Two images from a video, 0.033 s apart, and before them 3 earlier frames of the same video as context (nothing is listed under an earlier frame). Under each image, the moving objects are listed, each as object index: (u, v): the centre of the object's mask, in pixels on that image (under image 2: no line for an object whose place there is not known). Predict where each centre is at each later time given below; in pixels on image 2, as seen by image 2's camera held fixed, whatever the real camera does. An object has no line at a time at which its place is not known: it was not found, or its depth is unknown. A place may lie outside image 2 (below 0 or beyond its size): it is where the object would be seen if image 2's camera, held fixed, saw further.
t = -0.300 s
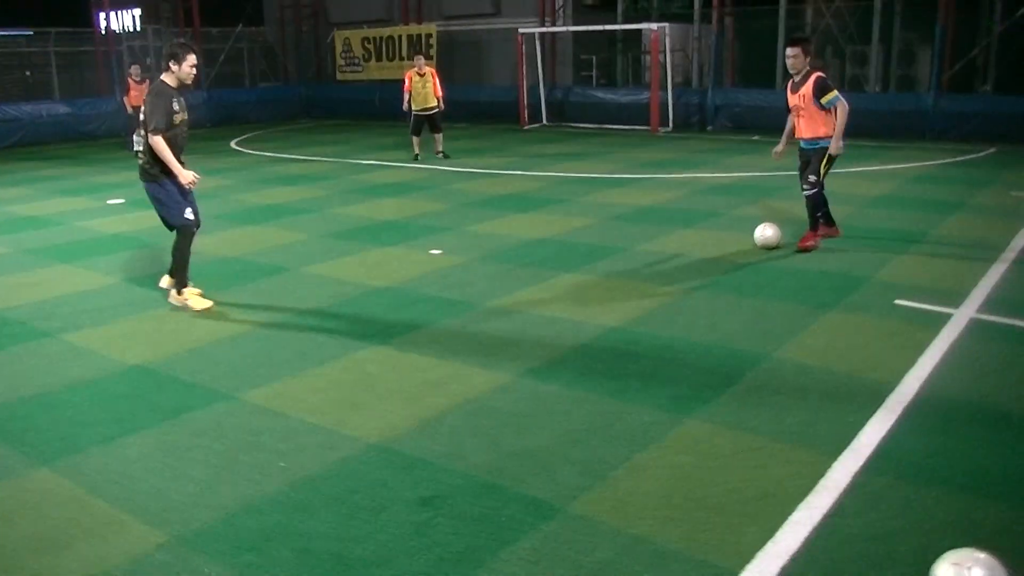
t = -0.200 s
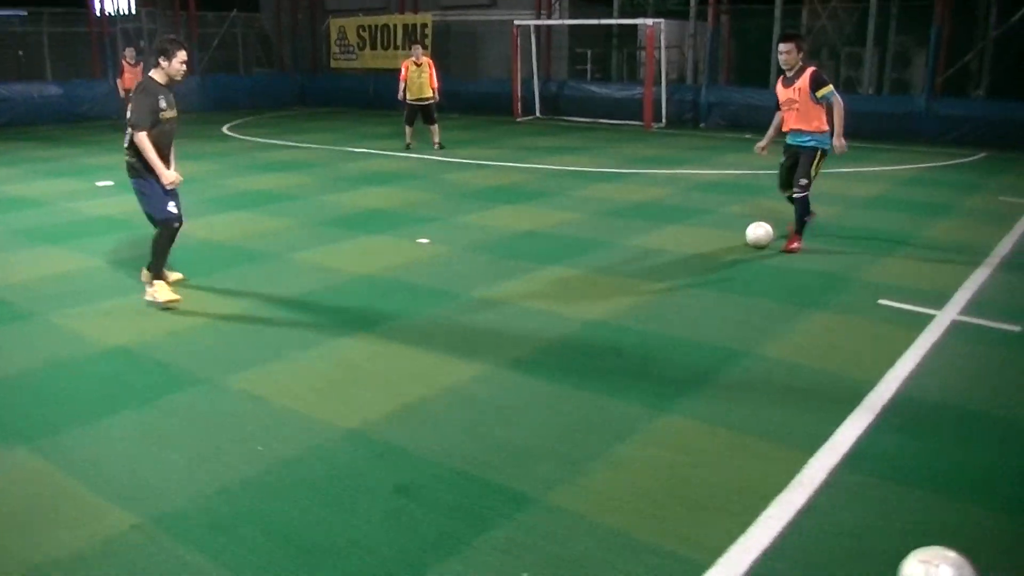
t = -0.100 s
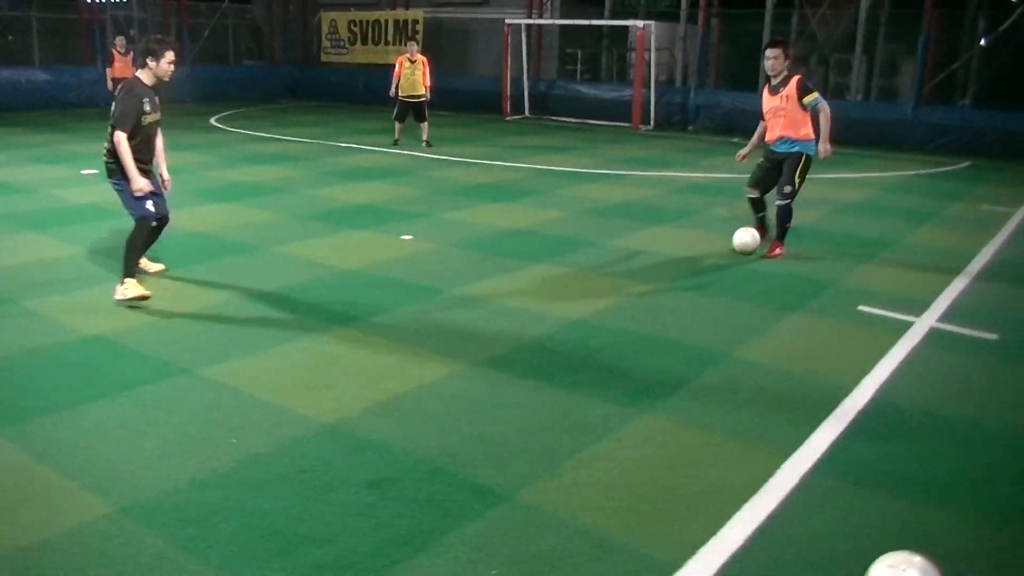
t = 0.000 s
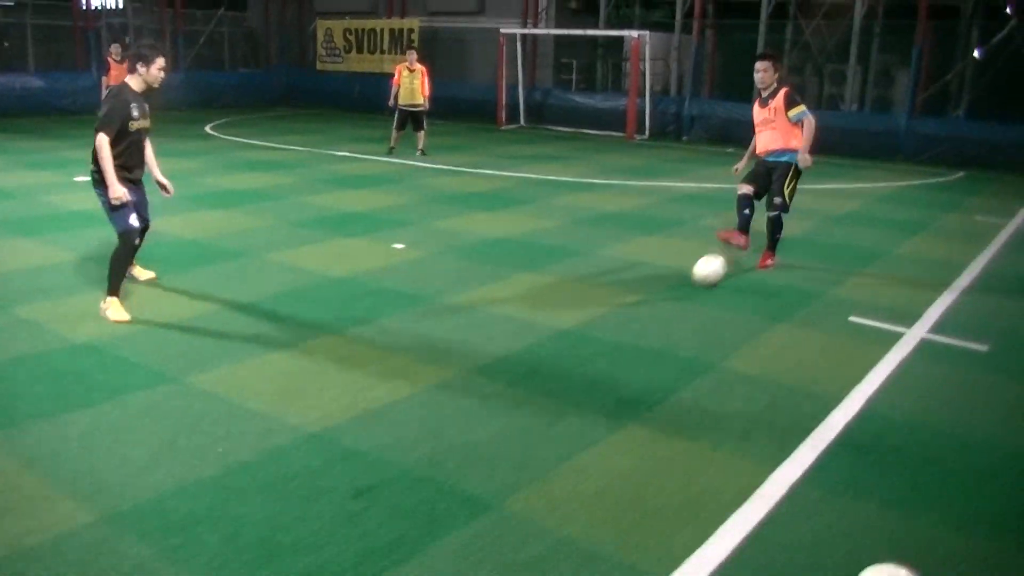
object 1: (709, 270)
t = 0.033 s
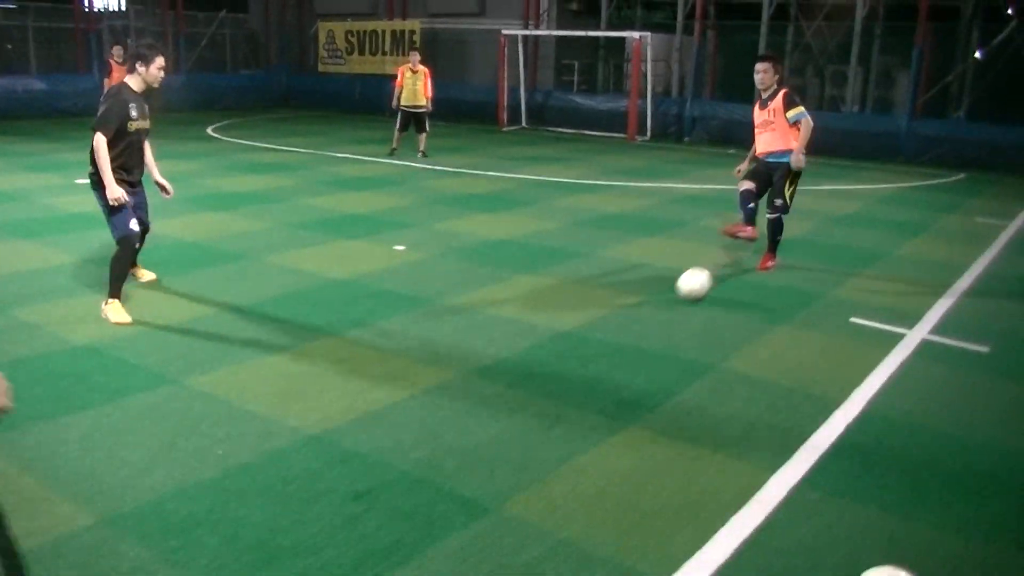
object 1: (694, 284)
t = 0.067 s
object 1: (678, 295)
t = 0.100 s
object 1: (659, 308)
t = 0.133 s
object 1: (638, 324)
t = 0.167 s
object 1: (615, 339)
